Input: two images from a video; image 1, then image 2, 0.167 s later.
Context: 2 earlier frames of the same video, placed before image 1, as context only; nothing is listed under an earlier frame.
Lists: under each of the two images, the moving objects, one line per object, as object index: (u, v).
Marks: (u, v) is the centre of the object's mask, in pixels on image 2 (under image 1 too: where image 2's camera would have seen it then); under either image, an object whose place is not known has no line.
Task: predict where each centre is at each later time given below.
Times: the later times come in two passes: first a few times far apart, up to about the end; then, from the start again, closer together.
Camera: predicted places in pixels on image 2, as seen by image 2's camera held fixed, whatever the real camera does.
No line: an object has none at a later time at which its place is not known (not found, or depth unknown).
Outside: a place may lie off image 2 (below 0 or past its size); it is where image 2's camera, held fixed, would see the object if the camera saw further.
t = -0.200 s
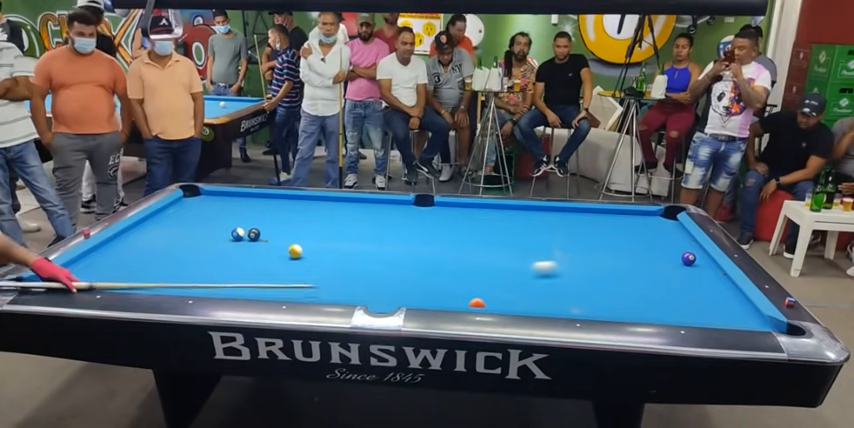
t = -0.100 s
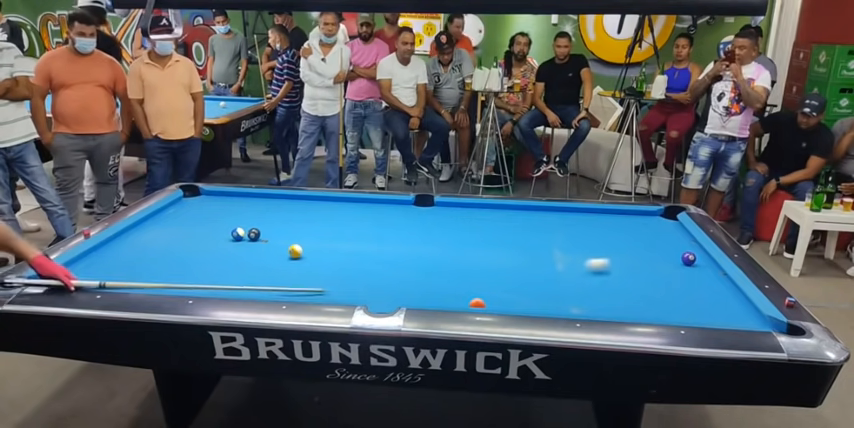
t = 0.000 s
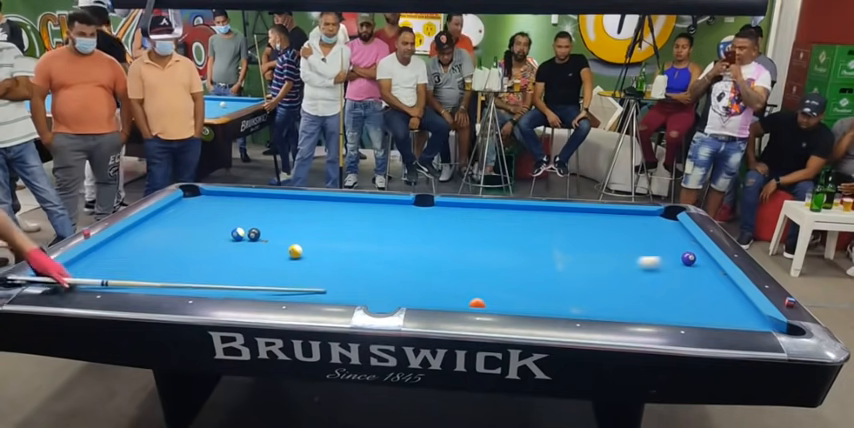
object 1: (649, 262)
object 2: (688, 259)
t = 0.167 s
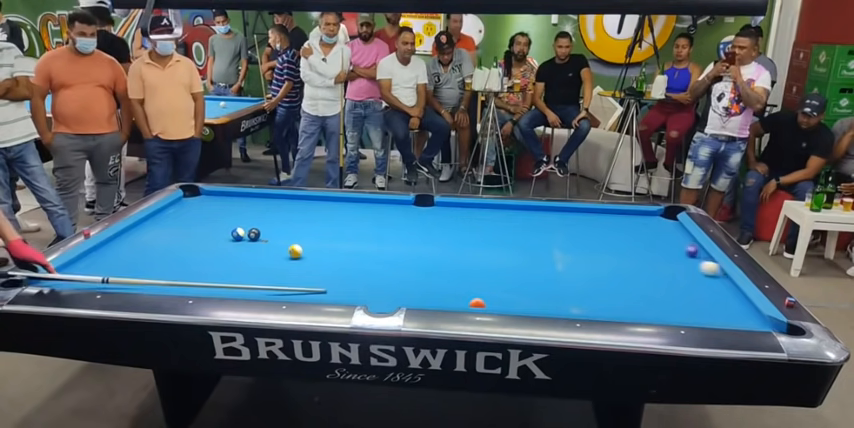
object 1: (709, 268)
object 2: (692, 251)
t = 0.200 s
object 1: (715, 270)
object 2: (685, 249)
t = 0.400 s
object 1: (688, 275)
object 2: (651, 241)
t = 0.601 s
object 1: (663, 280)
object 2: (620, 234)
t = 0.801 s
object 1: (638, 285)
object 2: (592, 227)
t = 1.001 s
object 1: (613, 290)
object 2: (565, 221)
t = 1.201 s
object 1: (589, 295)
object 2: (541, 215)
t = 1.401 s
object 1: (563, 301)
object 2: (518, 210)
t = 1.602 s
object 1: (537, 304)
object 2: (500, 208)
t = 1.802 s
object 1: (513, 305)
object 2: (482, 210)
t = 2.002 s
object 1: (495, 301)
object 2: (466, 212)
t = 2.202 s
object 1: (481, 296)
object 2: (448, 213)
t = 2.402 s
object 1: (468, 291)
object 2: (432, 215)
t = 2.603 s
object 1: (457, 288)
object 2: (416, 217)
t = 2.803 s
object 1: (447, 284)
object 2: (400, 218)
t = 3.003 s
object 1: (438, 280)
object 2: (384, 220)
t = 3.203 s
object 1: (430, 276)
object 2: (369, 222)
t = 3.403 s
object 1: (423, 273)
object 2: (354, 223)
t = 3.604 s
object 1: (416, 270)
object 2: (340, 225)
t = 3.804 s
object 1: (411, 268)
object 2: (326, 226)
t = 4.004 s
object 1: (405, 266)
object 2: (312, 227)
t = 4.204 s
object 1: (401, 264)
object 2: (299, 229)
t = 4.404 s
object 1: (398, 262)
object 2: (286, 230)
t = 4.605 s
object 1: (394, 260)
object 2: (273, 231)
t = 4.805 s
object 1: (392, 259)
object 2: (264, 232)
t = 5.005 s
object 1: (390, 258)
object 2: (262, 231)
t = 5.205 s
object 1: (388, 258)
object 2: (260, 231)
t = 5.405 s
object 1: (388, 258)
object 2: (258, 231)
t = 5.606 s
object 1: (387, 258)
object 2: (257, 231)
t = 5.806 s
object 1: (387, 258)
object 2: (257, 231)
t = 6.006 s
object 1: (387, 258)
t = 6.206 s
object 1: (387, 258)
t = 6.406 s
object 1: (387, 258)
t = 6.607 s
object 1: (387, 258)
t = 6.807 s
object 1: (387, 258)
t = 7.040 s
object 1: (387, 257)
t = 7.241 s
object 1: (387, 257)
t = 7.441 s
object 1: (387, 257)
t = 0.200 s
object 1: (715, 270)
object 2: (685, 249)
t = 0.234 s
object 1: (710, 271)
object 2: (680, 248)
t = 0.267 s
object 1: (705, 272)
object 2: (673, 247)
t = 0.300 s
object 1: (701, 273)
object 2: (667, 245)
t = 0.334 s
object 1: (697, 274)
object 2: (662, 244)
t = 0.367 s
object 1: (693, 275)
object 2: (657, 243)
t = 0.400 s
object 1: (688, 275)
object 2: (651, 241)
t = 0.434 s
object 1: (684, 276)
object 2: (646, 240)
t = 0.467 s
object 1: (680, 277)
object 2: (640, 239)
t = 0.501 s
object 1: (676, 278)
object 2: (635, 238)
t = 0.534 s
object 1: (671, 279)
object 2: (630, 236)
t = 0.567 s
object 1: (668, 279)
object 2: (625, 235)
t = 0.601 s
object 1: (663, 280)
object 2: (620, 234)
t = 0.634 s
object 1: (659, 281)
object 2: (615, 233)
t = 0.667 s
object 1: (655, 282)
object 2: (610, 232)
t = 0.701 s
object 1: (651, 283)
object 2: (606, 230)
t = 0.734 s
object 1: (647, 283)
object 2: (601, 229)
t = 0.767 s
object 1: (643, 284)
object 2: (596, 229)
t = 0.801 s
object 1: (638, 285)
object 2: (592, 227)
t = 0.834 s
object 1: (634, 286)
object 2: (587, 226)
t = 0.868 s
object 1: (630, 287)
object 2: (583, 225)
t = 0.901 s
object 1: (626, 288)
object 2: (578, 224)
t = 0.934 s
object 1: (622, 288)
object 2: (573, 223)
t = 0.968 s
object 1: (618, 289)
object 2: (570, 222)
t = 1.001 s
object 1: (613, 290)
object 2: (565, 221)
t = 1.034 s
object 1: (610, 291)
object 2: (561, 220)
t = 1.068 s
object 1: (605, 292)
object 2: (557, 219)
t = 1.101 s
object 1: (601, 293)
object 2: (553, 218)
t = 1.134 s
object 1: (596, 294)
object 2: (549, 217)
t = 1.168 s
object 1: (592, 294)
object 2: (545, 216)
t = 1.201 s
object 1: (589, 295)
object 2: (541, 215)
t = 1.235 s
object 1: (585, 296)
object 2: (538, 214)
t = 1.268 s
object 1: (580, 297)
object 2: (534, 213)
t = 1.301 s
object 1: (576, 298)
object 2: (530, 212)
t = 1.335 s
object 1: (571, 299)
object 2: (526, 212)
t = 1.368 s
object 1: (567, 300)
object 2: (523, 211)
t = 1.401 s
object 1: (563, 301)
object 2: (518, 210)
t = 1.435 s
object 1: (559, 301)
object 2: (516, 209)
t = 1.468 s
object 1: (555, 302)
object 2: (513, 209)
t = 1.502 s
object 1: (550, 302)
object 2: (509, 208)
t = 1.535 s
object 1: (546, 302)
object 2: (506, 208)
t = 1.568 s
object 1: (542, 303)
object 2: (503, 208)
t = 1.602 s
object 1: (537, 304)
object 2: (500, 208)
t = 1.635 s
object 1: (533, 304)
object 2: (497, 209)
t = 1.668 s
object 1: (528, 305)
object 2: (494, 209)
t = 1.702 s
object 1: (524, 305)
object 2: (491, 209)
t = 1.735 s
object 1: (520, 306)
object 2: (488, 209)
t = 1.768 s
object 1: (516, 305)
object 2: (485, 209)
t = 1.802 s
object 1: (513, 305)
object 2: (482, 210)
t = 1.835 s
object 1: (510, 304)
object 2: (480, 210)
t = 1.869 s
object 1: (507, 304)
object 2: (477, 210)
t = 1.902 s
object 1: (504, 303)
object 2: (474, 211)
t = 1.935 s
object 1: (500, 302)
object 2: (471, 211)
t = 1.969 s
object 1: (498, 302)
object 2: (468, 211)
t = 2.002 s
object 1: (495, 301)
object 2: (466, 212)
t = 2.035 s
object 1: (491, 300)
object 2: (462, 212)
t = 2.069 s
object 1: (489, 300)
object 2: (460, 213)
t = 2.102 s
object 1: (488, 299)
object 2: (457, 213)
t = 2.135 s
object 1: (486, 298)
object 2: (454, 213)
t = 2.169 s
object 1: (483, 297)
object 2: (452, 213)
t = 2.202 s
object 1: (481, 296)
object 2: (448, 213)
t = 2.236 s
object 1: (479, 294)
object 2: (445, 214)
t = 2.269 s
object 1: (477, 294)
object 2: (443, 214)
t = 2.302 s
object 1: (474, 293)
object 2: (440, 215)
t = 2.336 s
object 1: (472, 293)
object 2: (438, 215)
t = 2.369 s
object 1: (470, 292)
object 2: (434, 215)
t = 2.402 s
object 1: (468, 291)
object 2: (432, 215)
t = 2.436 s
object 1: (466, 291)
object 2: (429, 215)
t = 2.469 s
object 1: (465, 291)
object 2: (426, 215)
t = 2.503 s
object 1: (463, 290)
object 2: (423, 216)
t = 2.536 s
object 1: (461, 289)
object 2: (421, 216)
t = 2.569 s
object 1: (459, 288)
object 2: (418, 217)
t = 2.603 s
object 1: (457, 288)
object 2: (416, 217)
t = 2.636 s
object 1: (456, 287)
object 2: (413, 217)
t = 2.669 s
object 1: (454, 286)
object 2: (410, 218)
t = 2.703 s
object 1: (452, 286)
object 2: (407, 218)
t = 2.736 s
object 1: (451, 285)
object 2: (405, 218)
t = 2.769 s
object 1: (449, 284)
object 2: (402, 218)
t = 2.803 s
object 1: (447, 284)
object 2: (400, 218)
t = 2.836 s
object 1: (446, 283)
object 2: (397, 219)
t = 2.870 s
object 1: (444, 282)
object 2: (394, 219)
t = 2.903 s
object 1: (443, 282)
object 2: (392, 220)
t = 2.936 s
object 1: (441, 281)
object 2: (389, 220)
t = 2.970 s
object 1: (440, 280)
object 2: (387, 220)
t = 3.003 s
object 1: (438, 280)
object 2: (384, 220)
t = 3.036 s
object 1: (437, 279)
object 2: (382, 220)
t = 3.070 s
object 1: (436, 278)
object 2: (379, 221)
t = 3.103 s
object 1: (434, 278)
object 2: (377, 221)
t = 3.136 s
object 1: (433, 277)
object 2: (374, 221)
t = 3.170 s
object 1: (431, 277)
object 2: (371, 221)
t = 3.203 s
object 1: (430, 276)
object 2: (369, 222)
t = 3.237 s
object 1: (429, 276)
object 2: (366, 222)
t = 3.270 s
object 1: (428, 275)
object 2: (364, 222)
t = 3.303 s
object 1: (427, 275)
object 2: (362, 222)
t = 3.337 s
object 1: (425, 274)
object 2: (359, 222)
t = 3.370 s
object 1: (424, 274)
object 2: (357, 223)
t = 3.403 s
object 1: (423, 273)
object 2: (354, 223)
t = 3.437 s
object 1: (422, 273)
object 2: (351, 223)
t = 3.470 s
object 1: (420, 272)
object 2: (349, 223)
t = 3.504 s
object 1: (419, 272)
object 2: (347, 224)
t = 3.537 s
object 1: (418, 271)
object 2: (344, 224)
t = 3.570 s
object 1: (417, 271)
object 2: (342, 224)
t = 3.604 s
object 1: (416, 270)
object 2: (340, 225)
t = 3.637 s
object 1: (415, 270)
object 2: (337, 225)
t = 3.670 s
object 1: (414, 269)
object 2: (335, 225)
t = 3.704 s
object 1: (413, 269)
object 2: (332, 225)
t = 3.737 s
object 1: (412, 269)
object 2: (330, 225)
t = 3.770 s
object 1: (411, 268)
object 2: (328, 226)
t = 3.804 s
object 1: (411, 268)
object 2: (326, 226)
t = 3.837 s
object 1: (410, 268)
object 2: (323, 226)
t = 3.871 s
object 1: (409, 267)
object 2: (321, 226)
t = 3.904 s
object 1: (408, 267)
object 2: (319, 227)
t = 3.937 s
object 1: (407, 267)
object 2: (316, 227)
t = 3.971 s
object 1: (406, 266)
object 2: (314, 227)
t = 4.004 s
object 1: (405, 266)
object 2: (312, 227)
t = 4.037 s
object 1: (405, 265)
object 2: (310, 228)
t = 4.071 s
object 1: (404, 265)
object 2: (308, 228)
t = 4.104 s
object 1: (403, 265)
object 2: (306, 228)
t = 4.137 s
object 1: (403, 265)
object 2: (303, 228)
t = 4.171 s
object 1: (402, 264)
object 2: (301, 228)
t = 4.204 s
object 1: (401, 264)
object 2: (299, 229)
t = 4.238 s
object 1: (401, 264)
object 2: (297, 229)
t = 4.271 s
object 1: (400, 263)
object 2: (295, 229)
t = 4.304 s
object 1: (399, 263)
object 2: (293, 229)
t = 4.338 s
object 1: (399, 262)
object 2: (291, 230)
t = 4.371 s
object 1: (398, 262)
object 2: (289, 230)
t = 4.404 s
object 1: (398, 262)
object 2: (286, 230)
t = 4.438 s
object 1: (397, 262)
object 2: (284, 230)
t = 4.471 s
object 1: (397, 261)
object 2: (283, 230)
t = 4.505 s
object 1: (395, 260)
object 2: (279, 230)
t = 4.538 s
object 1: (395, 260)
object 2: (277, 230)
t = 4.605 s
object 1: (394, 260)
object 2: (273, 231)
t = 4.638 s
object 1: (394, 260)
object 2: (271, 232)
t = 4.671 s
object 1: (393, 260)
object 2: (269, 232)
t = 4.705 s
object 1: (393, 260)
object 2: (267, 232)
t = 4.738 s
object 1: (392, 259)
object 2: (265, 232)
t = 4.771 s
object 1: (392, 259)
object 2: (265, 232)
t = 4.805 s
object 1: (392, 259)
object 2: (264, 232)
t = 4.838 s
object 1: (391, 259)
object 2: (264, 232)
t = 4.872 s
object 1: (391, 259)
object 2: (264, 231)
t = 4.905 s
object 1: (391, 259)
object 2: (263, 231)
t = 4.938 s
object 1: (391, 259)
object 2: (263, 231)
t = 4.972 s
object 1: (390, 258)
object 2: (262, 231)
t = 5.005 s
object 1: (390, 258)
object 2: (262, 231)
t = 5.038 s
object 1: (390, 258)
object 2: (261, 231)
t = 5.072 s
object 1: (390, 258)
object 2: (262, 231)
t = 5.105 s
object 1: (389, 258)
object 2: (261, 231)
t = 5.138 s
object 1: (389, 258)
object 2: (260, 231)
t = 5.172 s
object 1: (389, 258)
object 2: (260, 231)
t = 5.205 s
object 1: (388, 258)
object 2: (260, 231)
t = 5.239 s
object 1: (388, 258)
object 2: (259, 231)
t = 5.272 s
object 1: (388, 258)
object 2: (259, 231)
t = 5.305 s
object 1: (388, 258)
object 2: (259, 231)
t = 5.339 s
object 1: (388, 258)
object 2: (259, 231)
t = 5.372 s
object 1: (388, 258)
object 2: (258, 231)
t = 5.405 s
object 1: (388, 258)
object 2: (258, 231)
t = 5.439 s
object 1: (388, 258)
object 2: (258, 231)
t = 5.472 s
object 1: (387, 258)
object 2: (258, 231)
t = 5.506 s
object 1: (387, 258)
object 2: (258, 231)
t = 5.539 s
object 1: (387, 258)
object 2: (257, 231)
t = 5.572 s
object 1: (387, 258)
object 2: (257, 231)
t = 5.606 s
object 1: (387, 258)
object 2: (257, 231)
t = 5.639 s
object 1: (388, 258)
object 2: (257, 231)
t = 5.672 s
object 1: (387, 258)
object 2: (257, 231)
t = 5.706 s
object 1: (387, 258)
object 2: (257, 231)
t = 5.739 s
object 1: (387, 258)
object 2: (257, 231)
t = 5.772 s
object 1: (387, 258)
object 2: (257, 231)
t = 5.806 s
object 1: (387, 258)
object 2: (257, 231)
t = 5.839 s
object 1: (387, 258)
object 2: (257, 231)
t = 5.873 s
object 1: (387, 258)
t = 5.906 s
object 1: (387, 258)
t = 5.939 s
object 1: (387, 258)
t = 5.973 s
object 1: (387, 258)
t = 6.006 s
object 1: (387, 258)
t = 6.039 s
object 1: (387, 258)
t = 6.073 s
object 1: (387, 258)
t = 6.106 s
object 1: (387, 258)
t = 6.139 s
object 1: (387, 258)
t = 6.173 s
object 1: (387, 258)
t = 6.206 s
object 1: (387, 258)
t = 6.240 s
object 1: (387, 258)
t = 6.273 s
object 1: (387, 258)
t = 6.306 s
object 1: (387, 258)
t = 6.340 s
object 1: (387, 258)
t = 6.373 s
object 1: (387, 258)
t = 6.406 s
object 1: (387, 258)
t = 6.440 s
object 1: (387, 258)
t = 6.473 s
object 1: (387, 258)
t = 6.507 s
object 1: (387, 258)
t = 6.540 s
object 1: (387, 258)
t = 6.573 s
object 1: (387, 258)
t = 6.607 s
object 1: (387, 258)
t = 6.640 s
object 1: (387, 258)
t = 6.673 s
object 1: (387, 258)
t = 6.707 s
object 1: (387, 258)
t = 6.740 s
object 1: (387, 258)
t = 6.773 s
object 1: (387, 258)
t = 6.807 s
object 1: (387, 258)
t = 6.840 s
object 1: (387, 258)
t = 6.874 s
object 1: (387, 258)
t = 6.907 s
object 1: (387, 258)
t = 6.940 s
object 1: (387, 258)
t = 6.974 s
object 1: (387, 258)
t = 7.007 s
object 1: (387, 257)
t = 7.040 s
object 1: (387, 257)
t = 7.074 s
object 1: (387, 257)
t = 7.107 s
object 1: (387, 257)
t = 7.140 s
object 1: (387, 257)
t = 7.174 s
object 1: (387, 257)
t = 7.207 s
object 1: (387, 257)
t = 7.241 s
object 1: (387, 257)
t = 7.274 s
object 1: (387, 258)
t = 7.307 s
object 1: (387, 257)
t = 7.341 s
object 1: (387, 257)
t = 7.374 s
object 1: (387, 257)
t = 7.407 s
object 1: (387, 257)
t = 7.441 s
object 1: (387, 257)
